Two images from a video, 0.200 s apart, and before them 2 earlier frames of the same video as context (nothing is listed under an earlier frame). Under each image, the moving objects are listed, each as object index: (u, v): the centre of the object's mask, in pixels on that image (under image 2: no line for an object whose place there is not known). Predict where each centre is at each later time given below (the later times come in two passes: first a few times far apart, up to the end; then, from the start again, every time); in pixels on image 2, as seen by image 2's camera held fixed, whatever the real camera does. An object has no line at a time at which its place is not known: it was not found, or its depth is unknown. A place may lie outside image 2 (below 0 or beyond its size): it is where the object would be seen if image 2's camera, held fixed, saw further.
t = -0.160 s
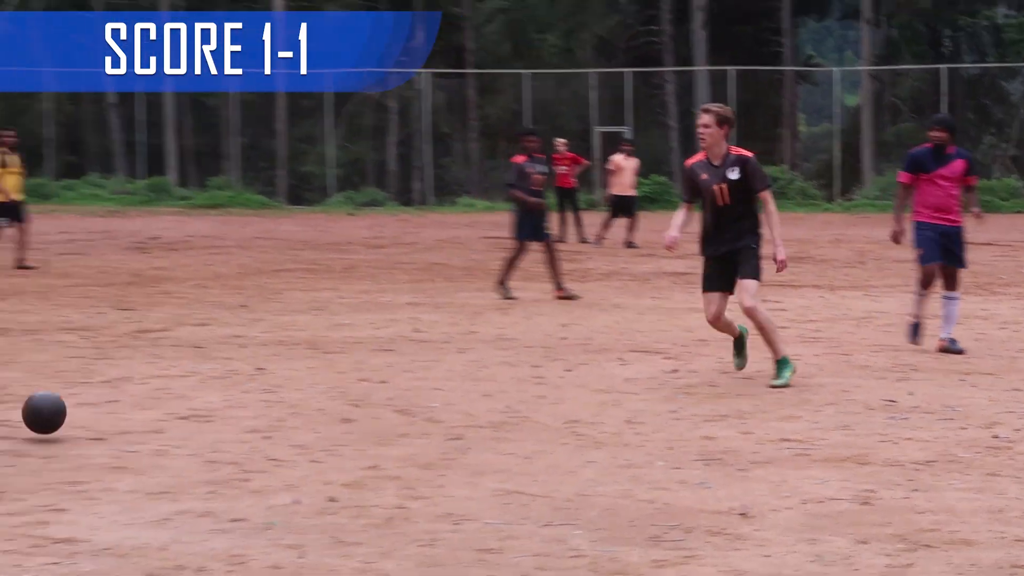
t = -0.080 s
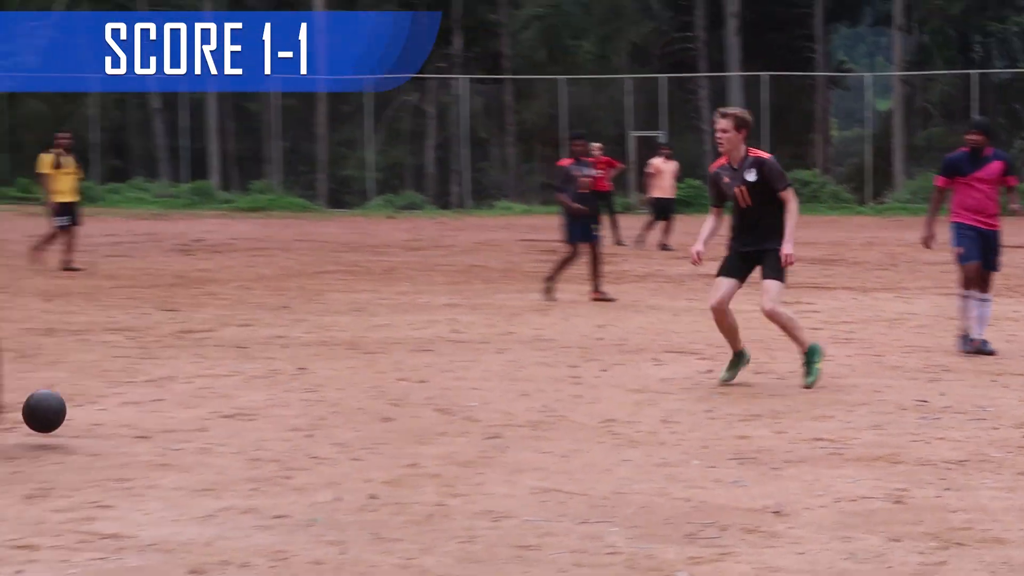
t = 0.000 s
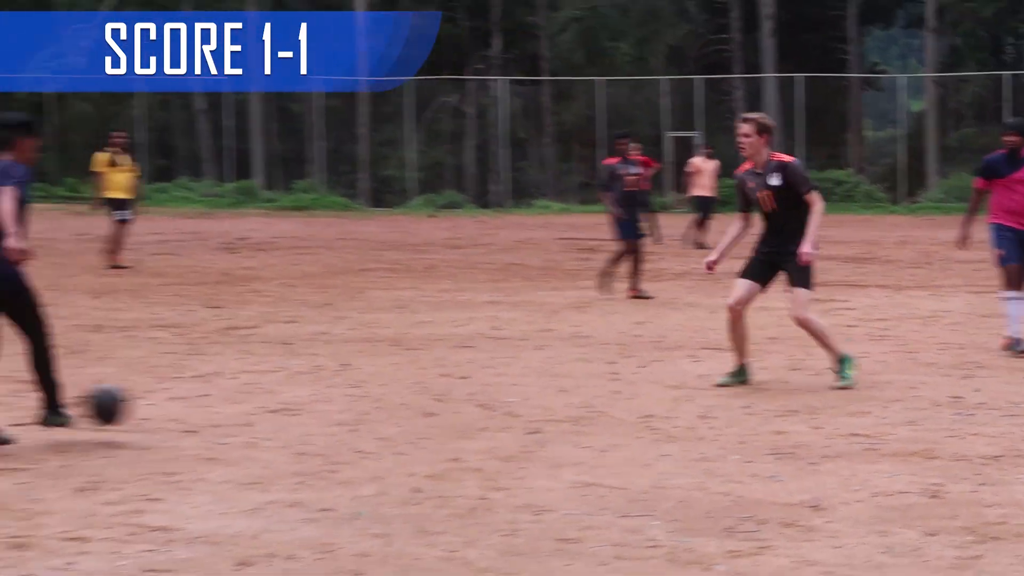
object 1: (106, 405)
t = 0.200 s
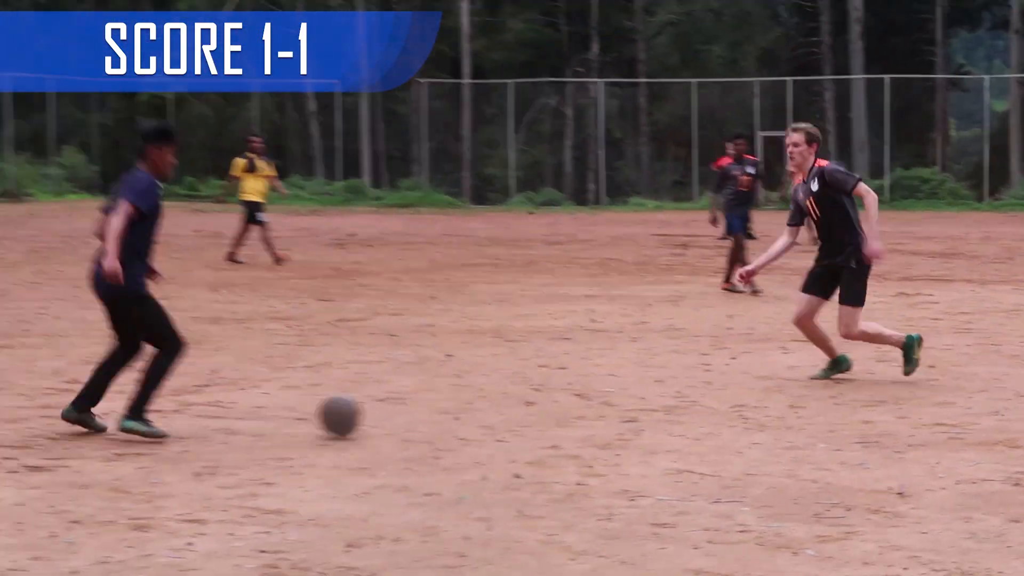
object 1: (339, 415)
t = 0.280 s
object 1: (365, 412)
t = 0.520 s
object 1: (445, 425)
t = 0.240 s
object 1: (352, 412)
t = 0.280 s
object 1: (365, 412)
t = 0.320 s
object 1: (378, 413)
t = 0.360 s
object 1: (390, 417)
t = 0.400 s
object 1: (404, 426)
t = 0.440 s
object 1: (418, 426)
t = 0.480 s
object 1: (431, 424)
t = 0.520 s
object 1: (445, 425)
